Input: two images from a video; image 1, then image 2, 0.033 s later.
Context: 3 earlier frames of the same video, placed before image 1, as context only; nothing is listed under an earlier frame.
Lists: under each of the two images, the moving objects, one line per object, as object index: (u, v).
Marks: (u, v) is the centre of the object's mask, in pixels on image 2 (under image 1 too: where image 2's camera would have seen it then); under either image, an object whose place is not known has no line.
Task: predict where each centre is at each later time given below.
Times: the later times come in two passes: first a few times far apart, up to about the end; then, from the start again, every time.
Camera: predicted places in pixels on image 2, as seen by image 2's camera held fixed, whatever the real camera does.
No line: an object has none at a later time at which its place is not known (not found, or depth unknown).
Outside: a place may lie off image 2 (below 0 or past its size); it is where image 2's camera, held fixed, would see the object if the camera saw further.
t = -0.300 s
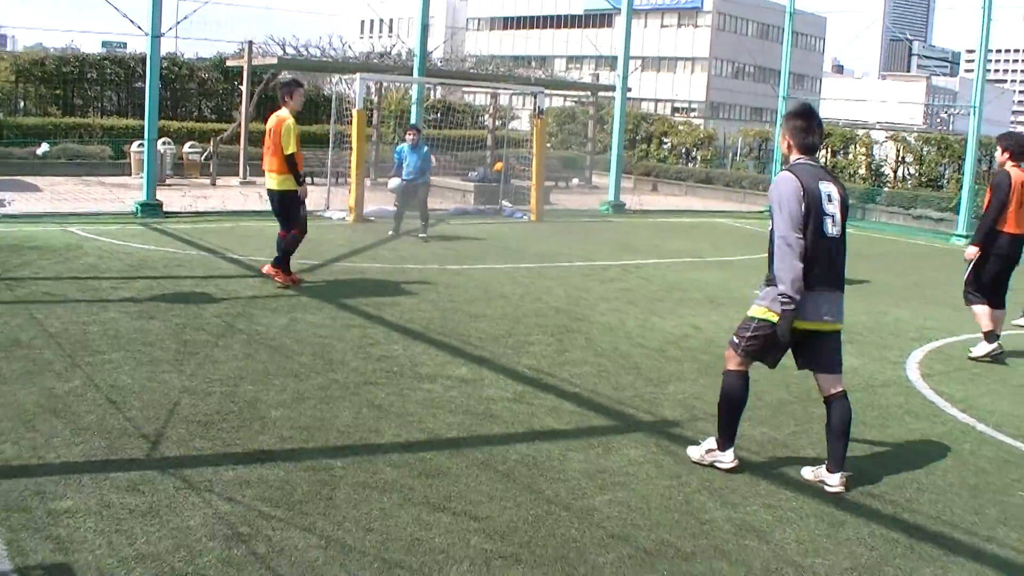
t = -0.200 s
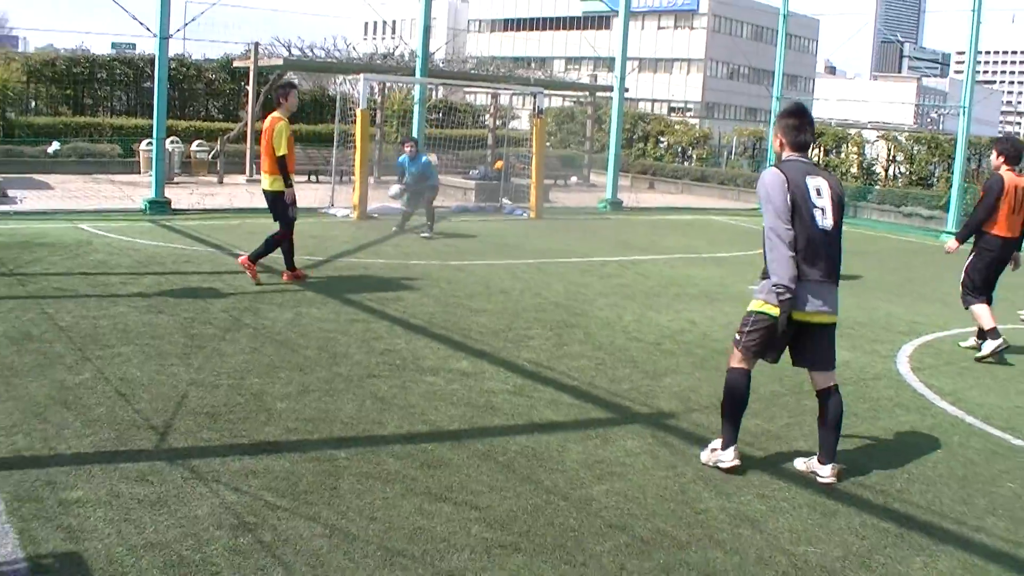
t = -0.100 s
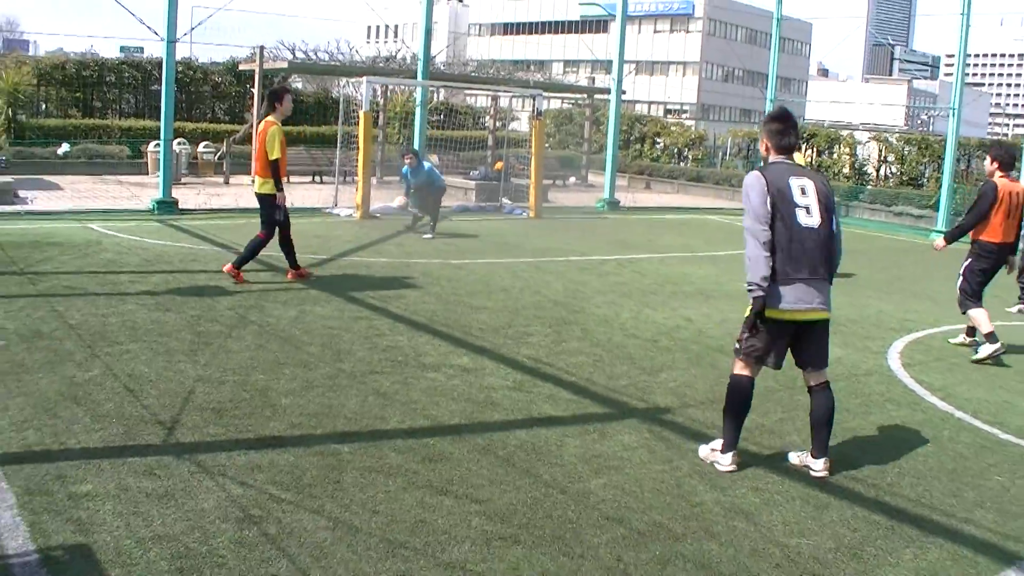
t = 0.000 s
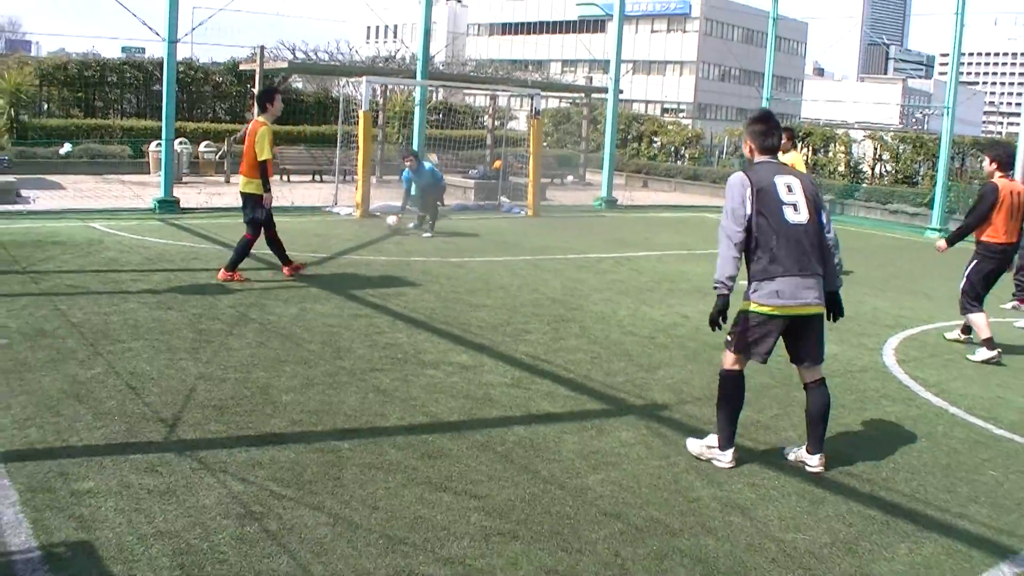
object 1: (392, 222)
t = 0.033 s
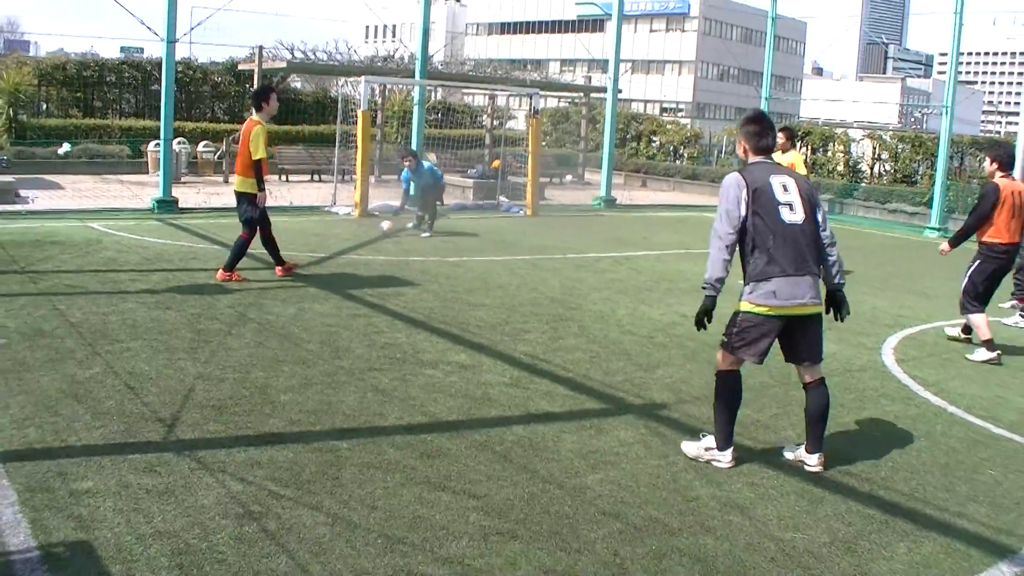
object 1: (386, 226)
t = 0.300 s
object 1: (346, 236)
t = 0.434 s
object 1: (325, 239)
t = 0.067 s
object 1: (381, 224)
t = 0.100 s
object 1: (377, 224)
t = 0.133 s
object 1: (372, 223)
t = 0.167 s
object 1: (367, 223)
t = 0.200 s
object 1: (362, 225)
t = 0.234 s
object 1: (357, 227)
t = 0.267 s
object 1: (352, 231)
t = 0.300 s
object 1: (346, 236)
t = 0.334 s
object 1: (341, 239)
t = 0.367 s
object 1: (335, 239)
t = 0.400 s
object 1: (330, 238)
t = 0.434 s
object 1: (325, 239)
